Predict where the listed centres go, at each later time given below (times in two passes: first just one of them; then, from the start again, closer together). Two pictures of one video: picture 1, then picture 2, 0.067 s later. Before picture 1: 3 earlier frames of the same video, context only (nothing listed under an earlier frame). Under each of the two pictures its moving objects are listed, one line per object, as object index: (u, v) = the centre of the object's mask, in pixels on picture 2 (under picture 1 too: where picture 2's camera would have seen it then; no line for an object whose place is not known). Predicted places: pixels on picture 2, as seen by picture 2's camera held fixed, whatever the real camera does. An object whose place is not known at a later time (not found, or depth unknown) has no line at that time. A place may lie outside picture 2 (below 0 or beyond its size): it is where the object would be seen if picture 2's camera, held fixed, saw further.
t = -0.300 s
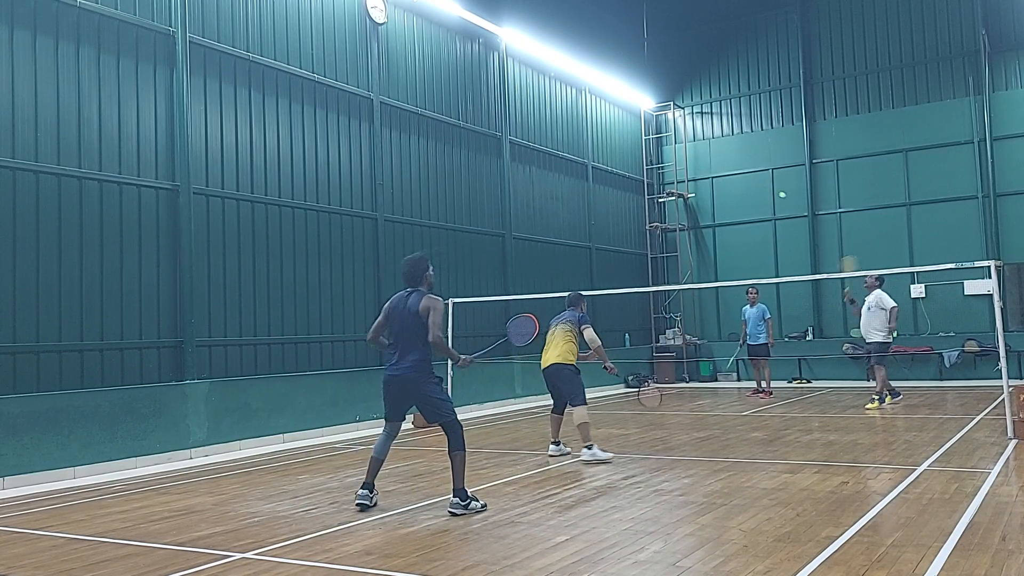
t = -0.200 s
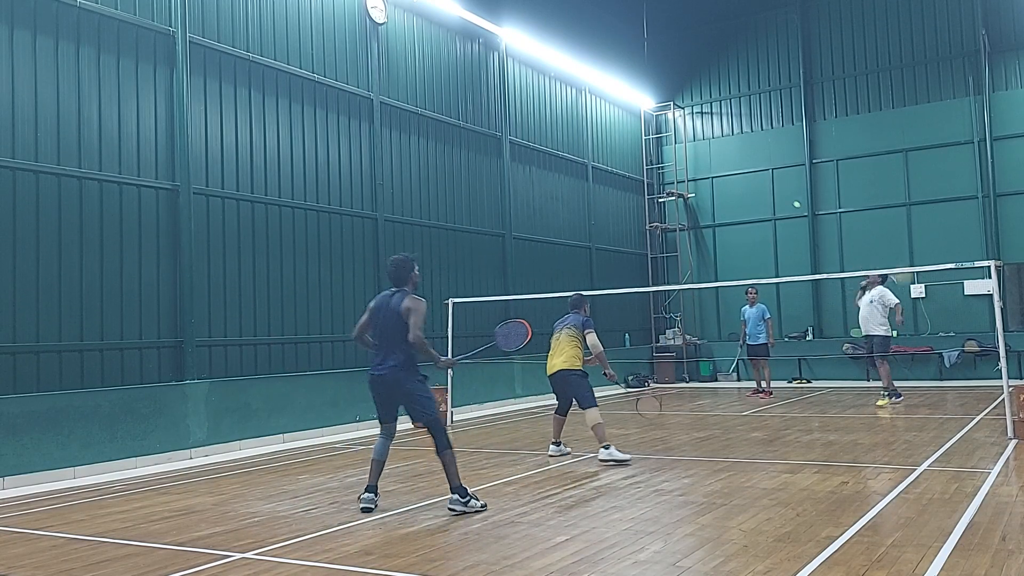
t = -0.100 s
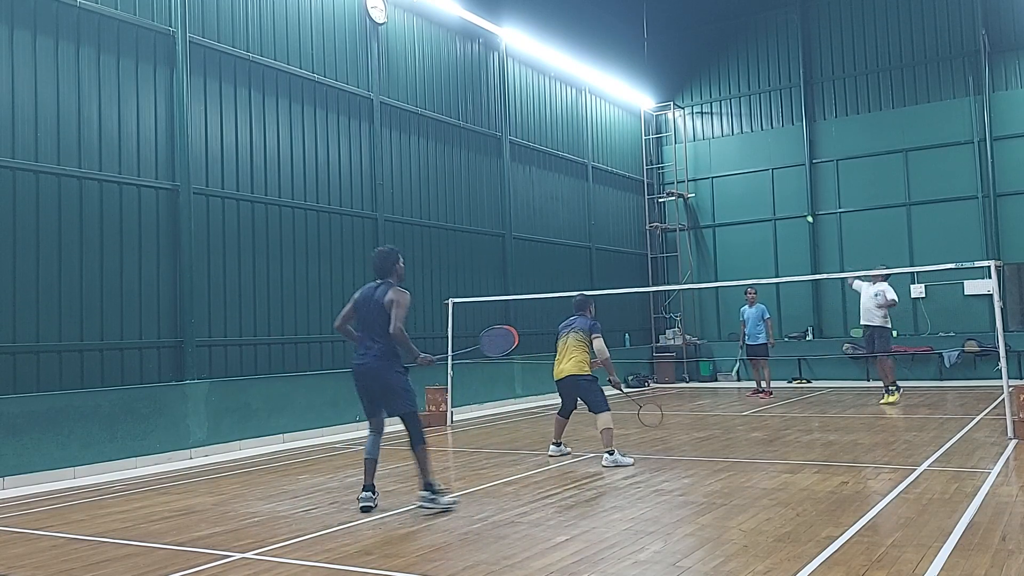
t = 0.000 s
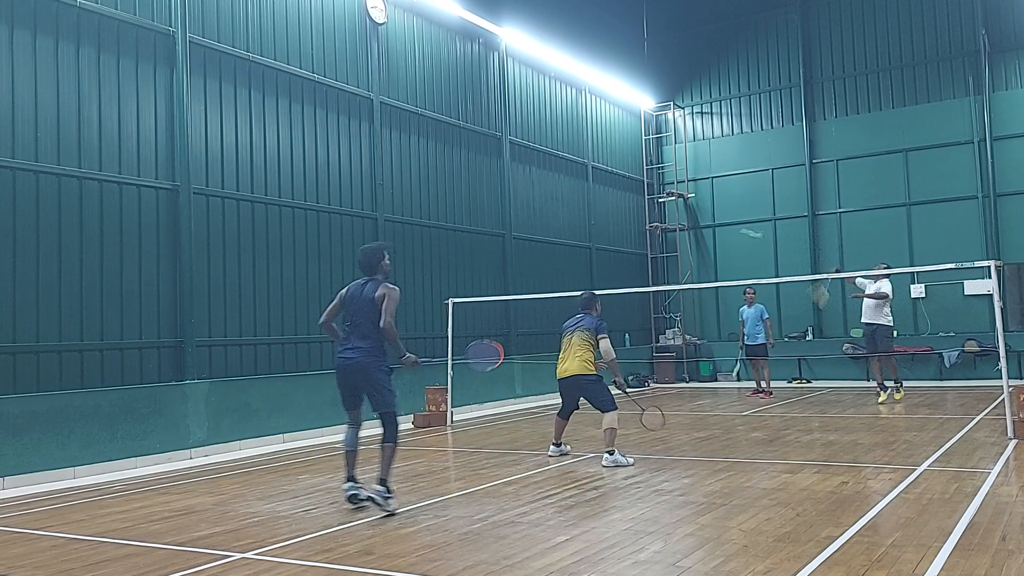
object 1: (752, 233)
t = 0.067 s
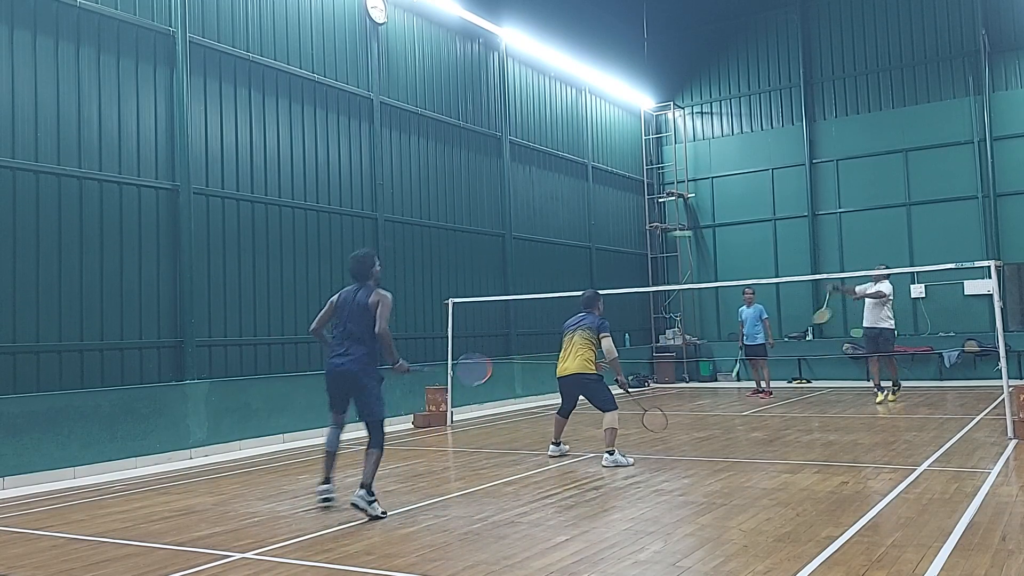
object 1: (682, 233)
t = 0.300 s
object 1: (486, 263)
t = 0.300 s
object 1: (486, 263)
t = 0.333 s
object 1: (461, 272)
